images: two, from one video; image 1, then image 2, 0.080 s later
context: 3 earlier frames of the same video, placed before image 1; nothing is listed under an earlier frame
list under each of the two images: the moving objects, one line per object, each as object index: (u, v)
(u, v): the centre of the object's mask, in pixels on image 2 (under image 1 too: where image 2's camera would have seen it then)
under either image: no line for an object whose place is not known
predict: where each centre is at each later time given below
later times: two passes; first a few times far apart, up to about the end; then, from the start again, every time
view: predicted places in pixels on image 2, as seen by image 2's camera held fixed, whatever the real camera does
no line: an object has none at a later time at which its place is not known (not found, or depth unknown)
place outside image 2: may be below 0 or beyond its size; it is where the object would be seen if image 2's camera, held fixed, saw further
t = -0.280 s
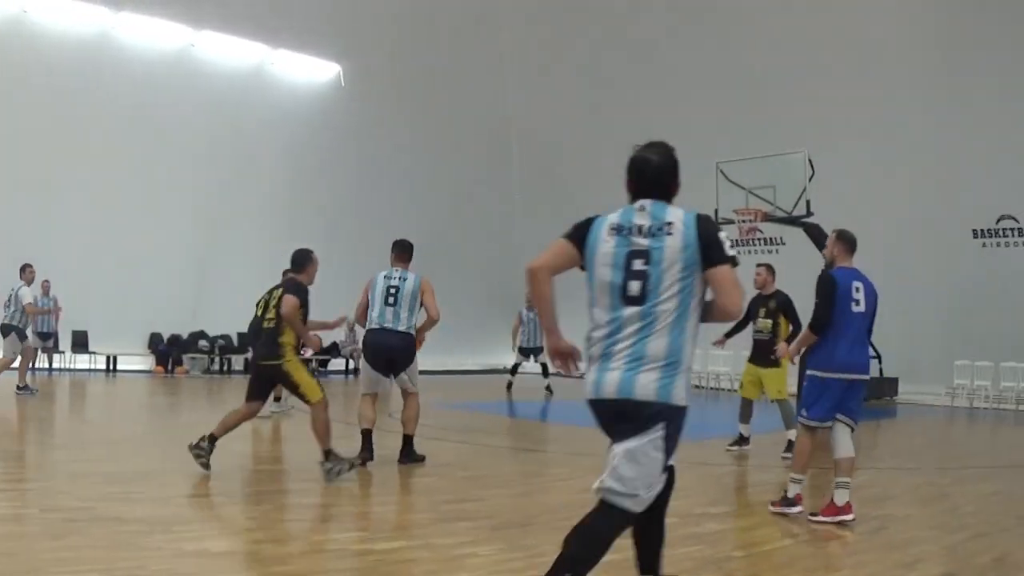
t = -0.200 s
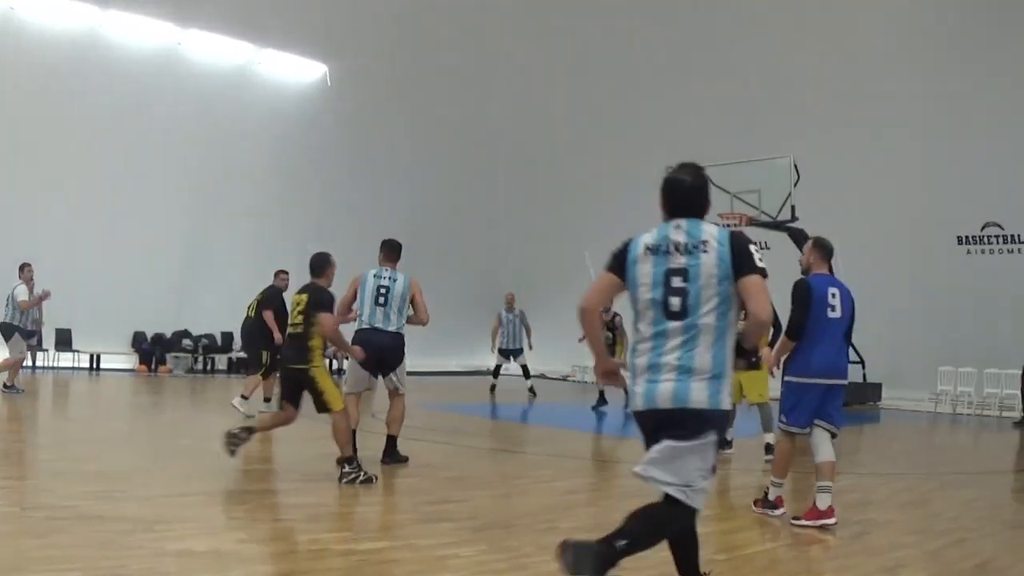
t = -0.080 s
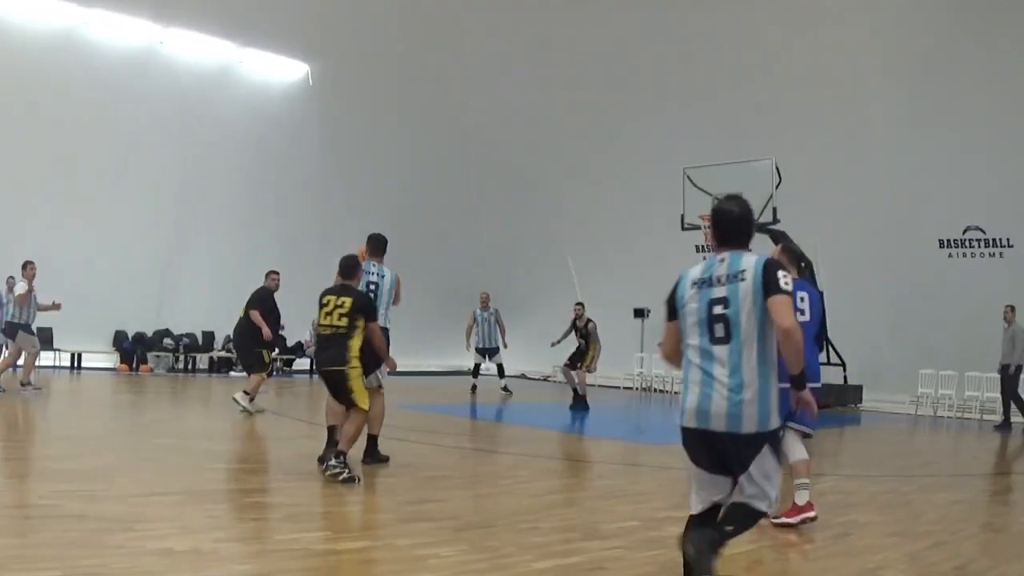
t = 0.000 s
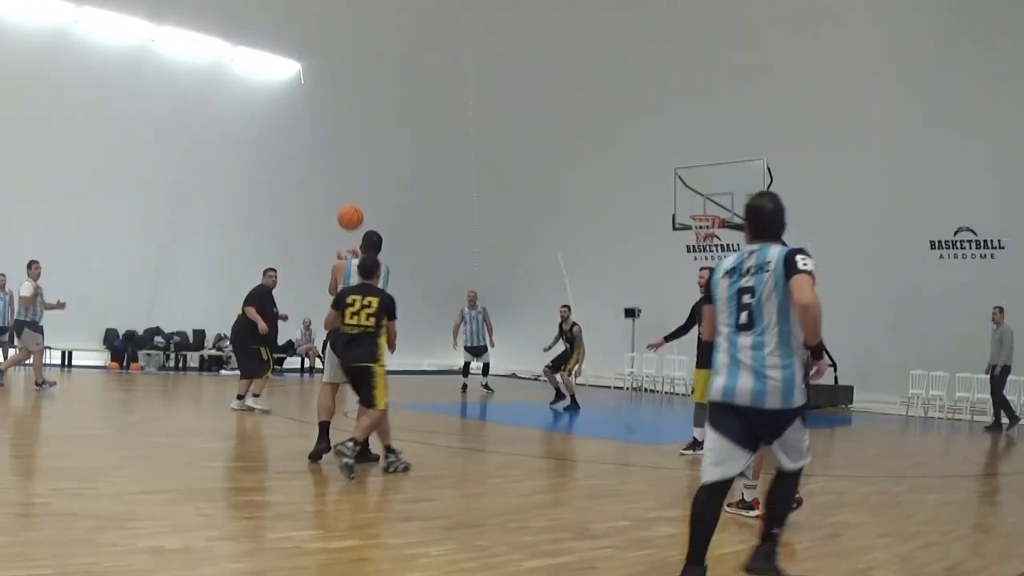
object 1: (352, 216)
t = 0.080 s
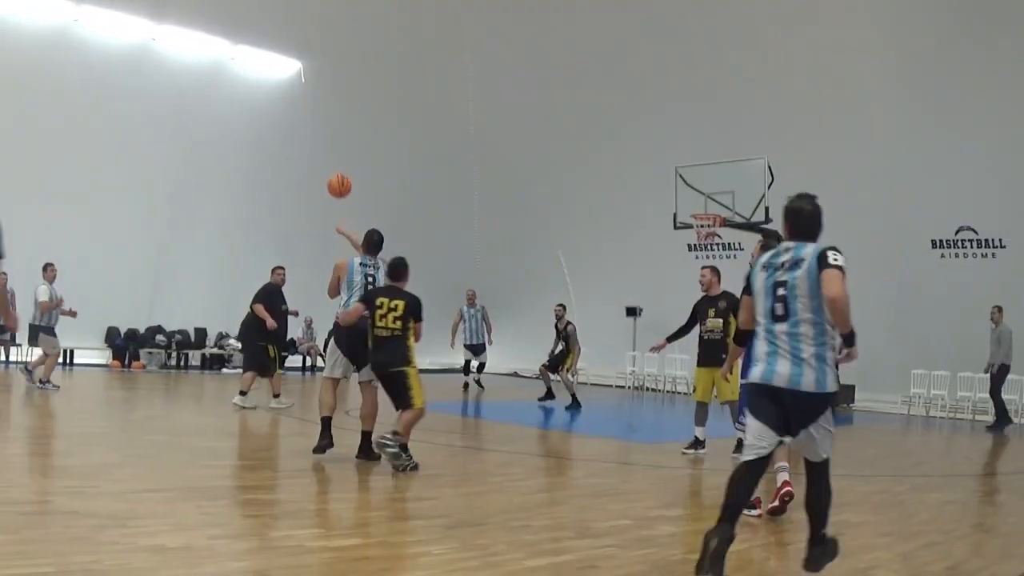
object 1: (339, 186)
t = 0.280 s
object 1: (316, 146)
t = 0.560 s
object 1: (286, 151)
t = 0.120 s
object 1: (334, 174)
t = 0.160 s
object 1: (331, 164)
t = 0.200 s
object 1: (325, 156)
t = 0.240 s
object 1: (320, 150)
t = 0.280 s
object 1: (316, 146)
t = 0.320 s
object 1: (311, 143)
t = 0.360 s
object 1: (306, 141)
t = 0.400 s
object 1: (302, 141)
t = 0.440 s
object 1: (298, 142)
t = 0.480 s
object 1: (293, 144)
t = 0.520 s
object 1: (289, 147)
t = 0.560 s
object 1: (286, 151)
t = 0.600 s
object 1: (284, 155)
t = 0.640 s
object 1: (279, 161)
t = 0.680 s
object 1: (276, 168)
